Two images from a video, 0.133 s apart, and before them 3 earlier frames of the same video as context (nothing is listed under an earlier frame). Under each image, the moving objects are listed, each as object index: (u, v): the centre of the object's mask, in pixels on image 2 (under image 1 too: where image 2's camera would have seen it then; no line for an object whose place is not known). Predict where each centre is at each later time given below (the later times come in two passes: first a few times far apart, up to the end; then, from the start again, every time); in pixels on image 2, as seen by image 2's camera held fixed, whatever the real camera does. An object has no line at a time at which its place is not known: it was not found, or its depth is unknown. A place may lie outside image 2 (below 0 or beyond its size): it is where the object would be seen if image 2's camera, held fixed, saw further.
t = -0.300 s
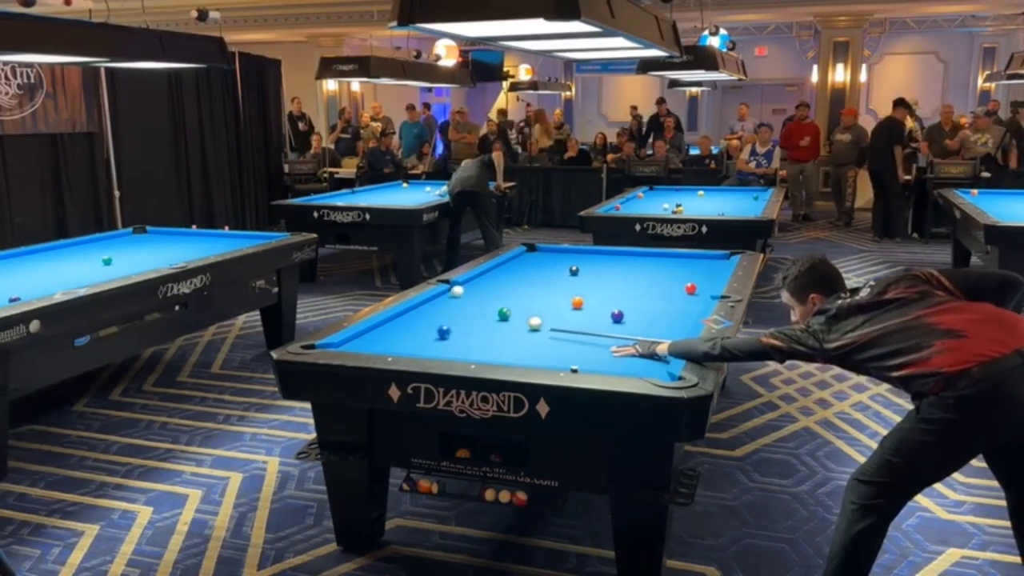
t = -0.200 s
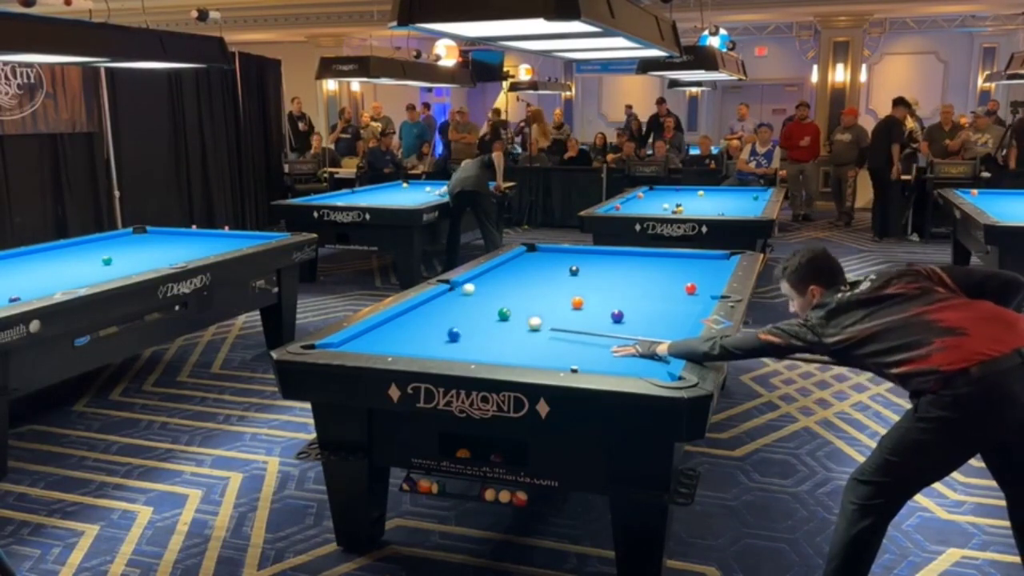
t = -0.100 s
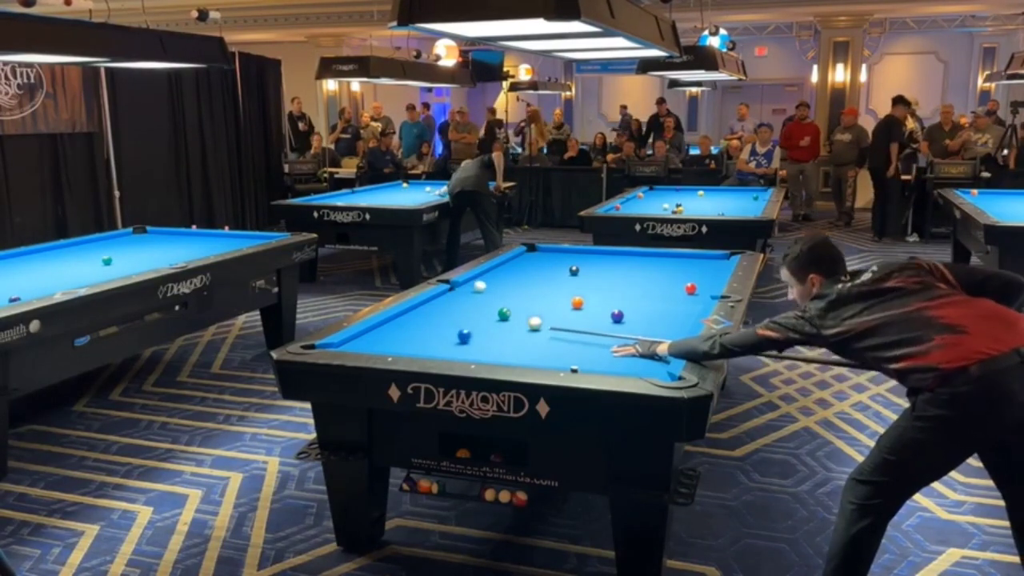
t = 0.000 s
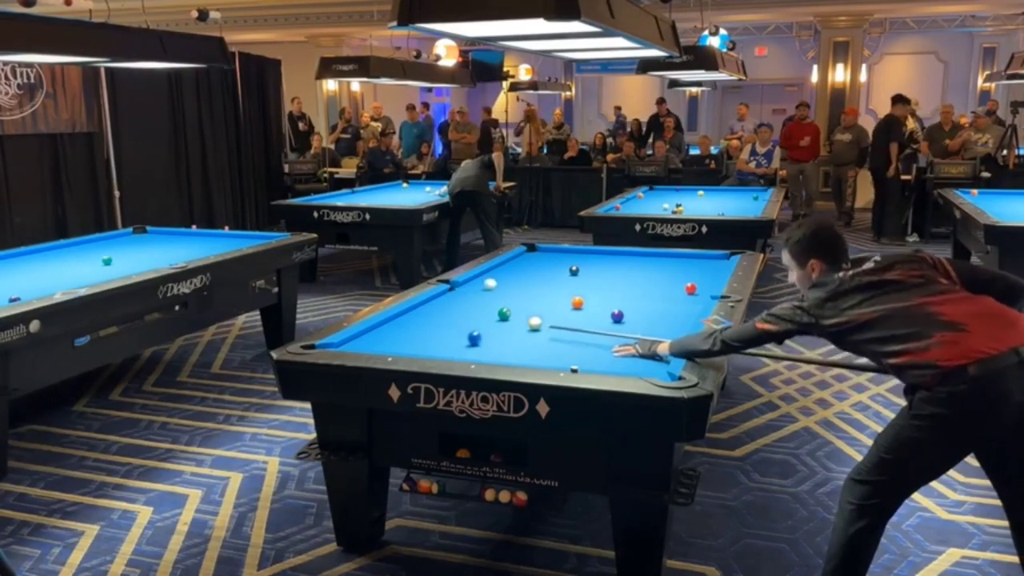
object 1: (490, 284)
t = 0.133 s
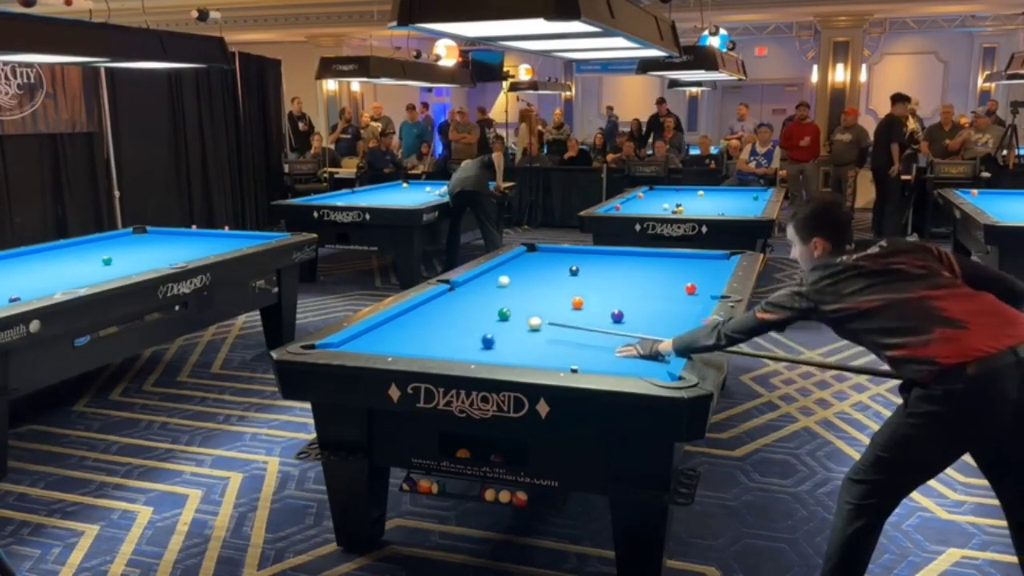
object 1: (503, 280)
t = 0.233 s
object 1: (514, 279)
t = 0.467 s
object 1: (535, 274)
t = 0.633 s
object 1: (549, 271)
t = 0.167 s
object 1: (507, 280)
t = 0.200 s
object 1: (510, 279)
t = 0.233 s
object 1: (514, 279)
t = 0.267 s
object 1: (517, 278)
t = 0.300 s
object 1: (520, 277)
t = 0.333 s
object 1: (523, 276)
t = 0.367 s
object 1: (526, 276)
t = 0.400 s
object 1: (529, 275)
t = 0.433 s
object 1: (532, 275)
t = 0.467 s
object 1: (535, 274)
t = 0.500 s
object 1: (538, 273)
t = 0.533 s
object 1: (541, 272)
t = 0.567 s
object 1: (543, 272)
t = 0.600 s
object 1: (546, 271)
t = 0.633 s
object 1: (549, 271)
